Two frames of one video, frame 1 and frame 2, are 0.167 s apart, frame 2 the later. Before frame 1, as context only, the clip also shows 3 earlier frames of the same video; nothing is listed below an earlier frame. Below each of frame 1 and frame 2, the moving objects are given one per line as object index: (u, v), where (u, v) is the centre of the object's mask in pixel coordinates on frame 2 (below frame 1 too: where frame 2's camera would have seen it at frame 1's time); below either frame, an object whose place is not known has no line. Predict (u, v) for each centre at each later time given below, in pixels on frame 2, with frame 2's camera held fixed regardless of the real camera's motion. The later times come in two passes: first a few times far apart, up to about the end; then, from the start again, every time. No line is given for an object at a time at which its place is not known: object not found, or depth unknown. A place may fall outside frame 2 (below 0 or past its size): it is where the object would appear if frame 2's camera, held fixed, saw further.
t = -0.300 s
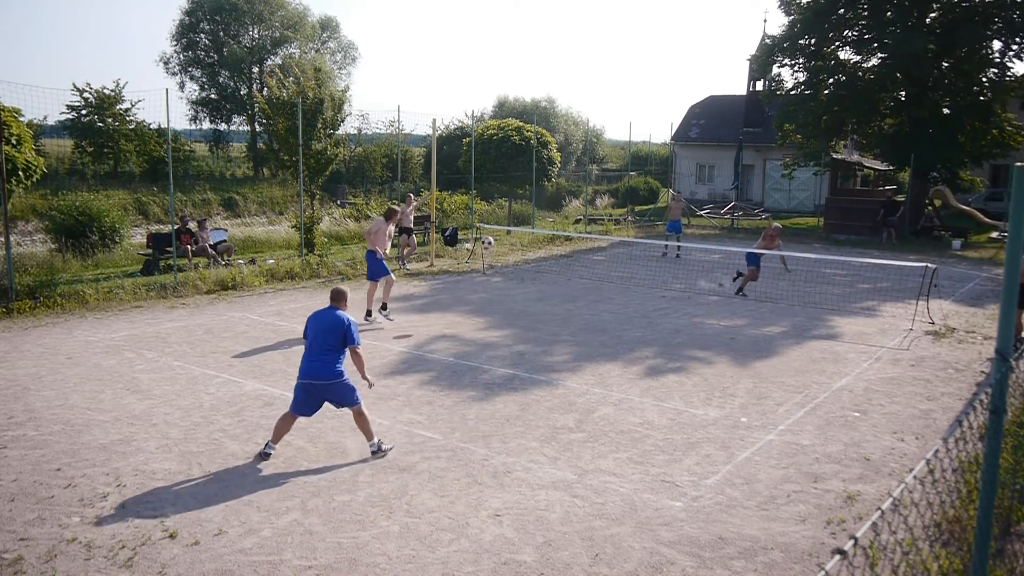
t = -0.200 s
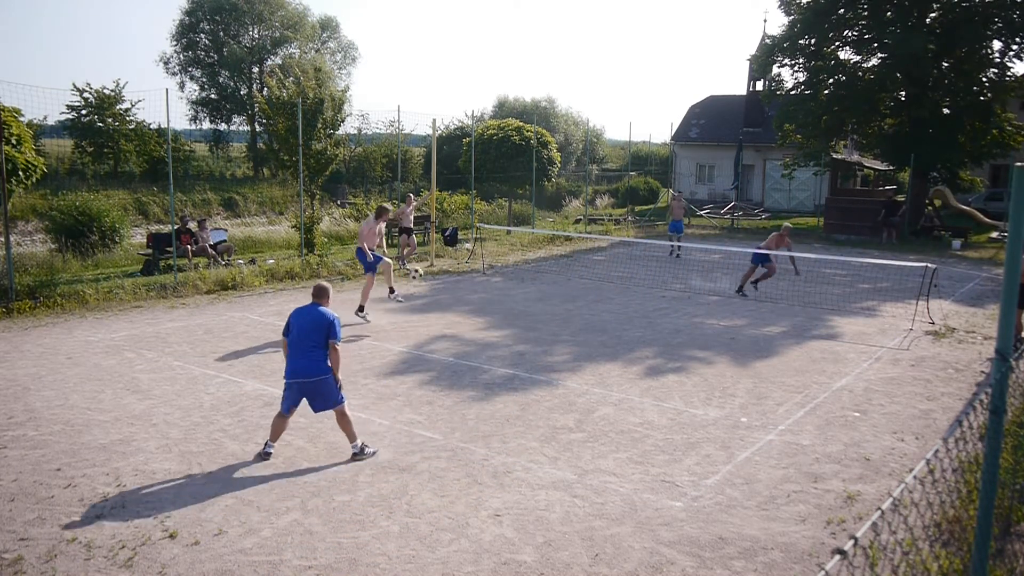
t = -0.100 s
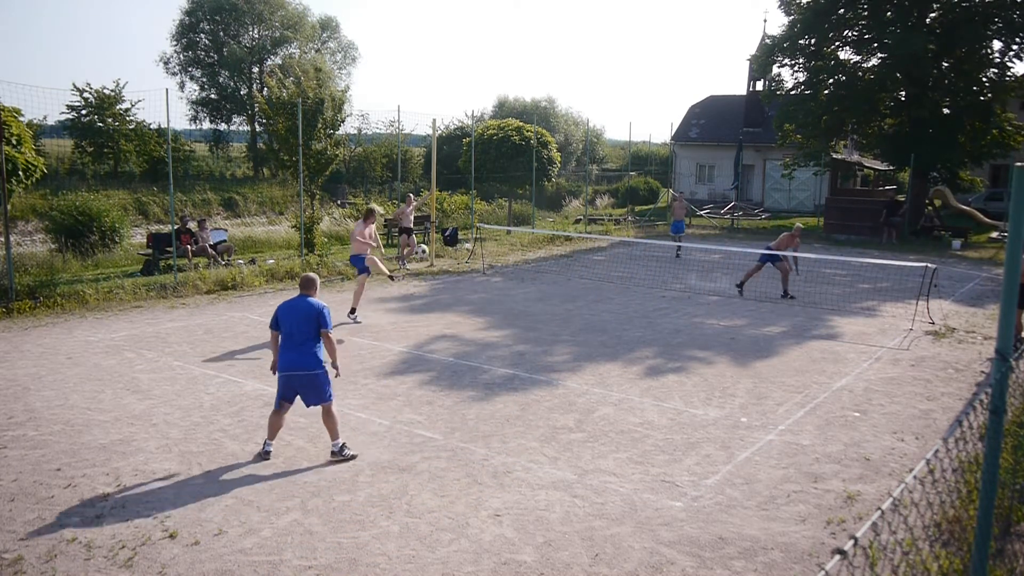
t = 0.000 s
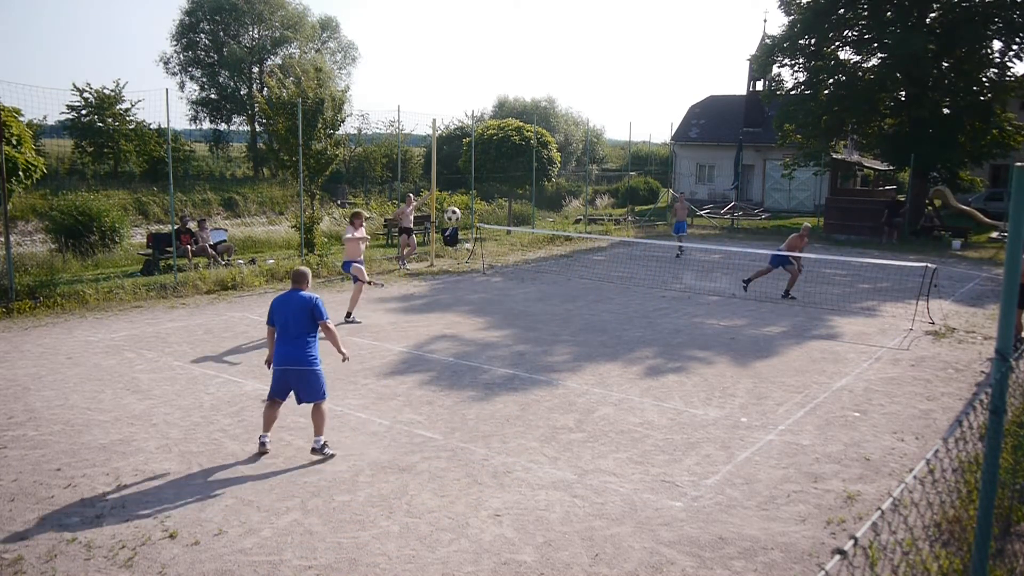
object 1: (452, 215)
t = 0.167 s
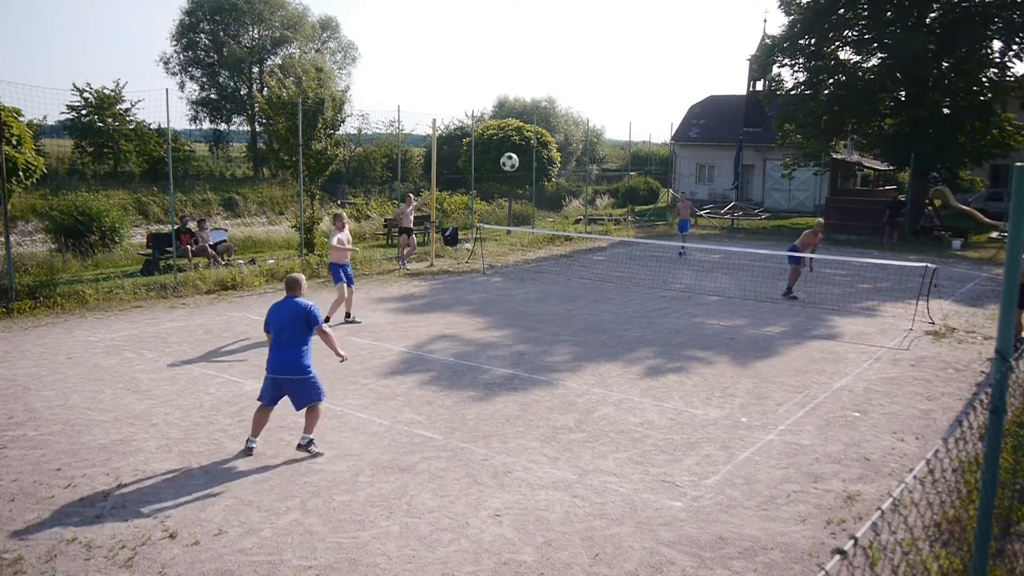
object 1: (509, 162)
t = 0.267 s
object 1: (548, 137)
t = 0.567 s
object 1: (691, 109)
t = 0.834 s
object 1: (874, 193)
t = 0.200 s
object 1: (522, 152)
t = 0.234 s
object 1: (535, 144)
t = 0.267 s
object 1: (548, 137)
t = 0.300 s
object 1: (561, 130)
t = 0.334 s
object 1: (575, 124)
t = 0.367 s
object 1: (590, 118)
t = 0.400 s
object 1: (605, 114)
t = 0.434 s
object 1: (621, 111)
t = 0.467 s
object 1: (637, 108)
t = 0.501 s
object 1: (655, 107)
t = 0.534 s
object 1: (672, 108)
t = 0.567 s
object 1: (691, 109)
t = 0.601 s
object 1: (710, 112)
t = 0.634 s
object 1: (730, 117)
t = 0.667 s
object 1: (751, 124)
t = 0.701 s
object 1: (774, 132)
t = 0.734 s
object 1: (797, 143)
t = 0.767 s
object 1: (821, 157)
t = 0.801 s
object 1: (846, 173)
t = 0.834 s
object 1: (874, 193)
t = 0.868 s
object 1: (902, 215)
